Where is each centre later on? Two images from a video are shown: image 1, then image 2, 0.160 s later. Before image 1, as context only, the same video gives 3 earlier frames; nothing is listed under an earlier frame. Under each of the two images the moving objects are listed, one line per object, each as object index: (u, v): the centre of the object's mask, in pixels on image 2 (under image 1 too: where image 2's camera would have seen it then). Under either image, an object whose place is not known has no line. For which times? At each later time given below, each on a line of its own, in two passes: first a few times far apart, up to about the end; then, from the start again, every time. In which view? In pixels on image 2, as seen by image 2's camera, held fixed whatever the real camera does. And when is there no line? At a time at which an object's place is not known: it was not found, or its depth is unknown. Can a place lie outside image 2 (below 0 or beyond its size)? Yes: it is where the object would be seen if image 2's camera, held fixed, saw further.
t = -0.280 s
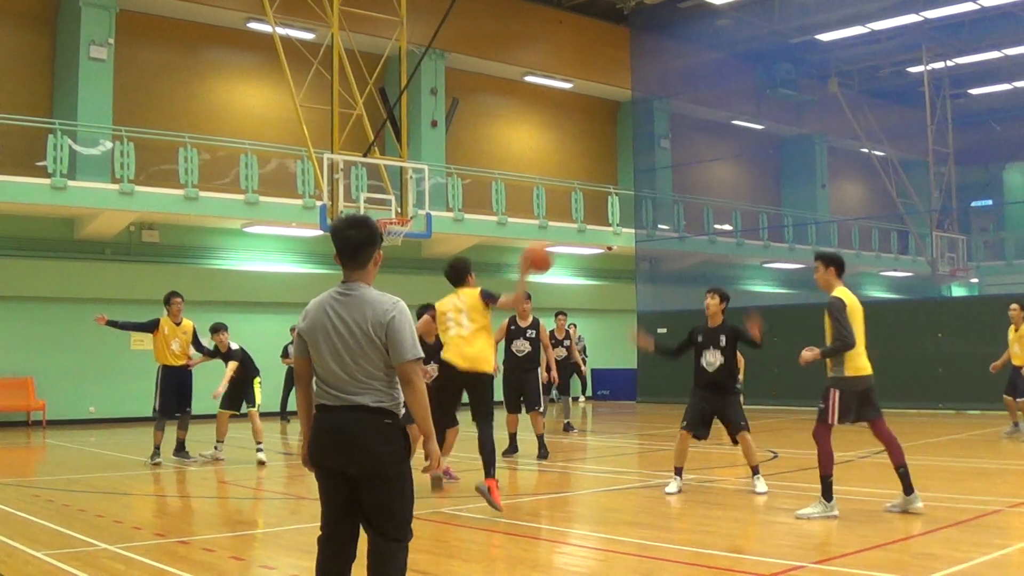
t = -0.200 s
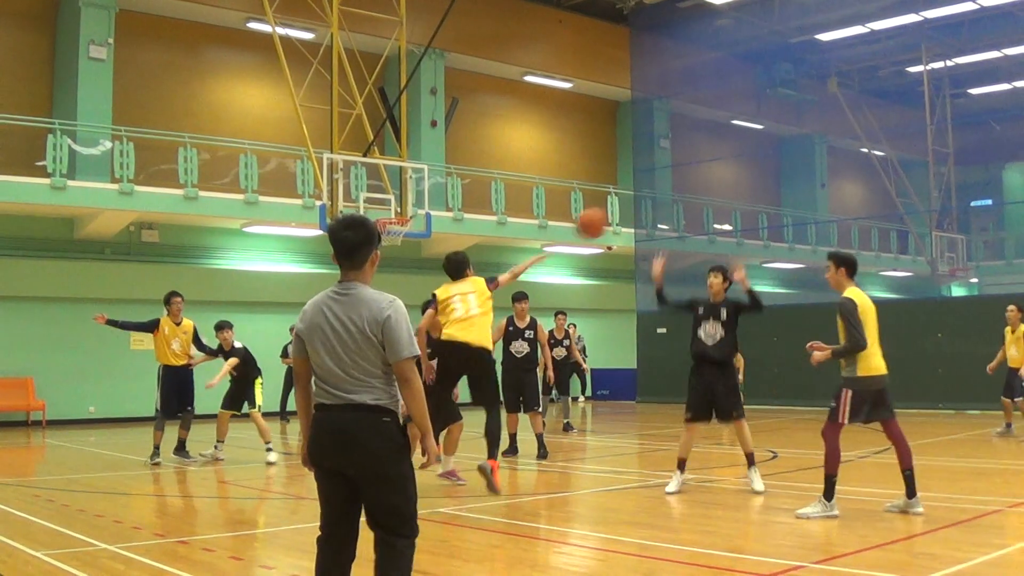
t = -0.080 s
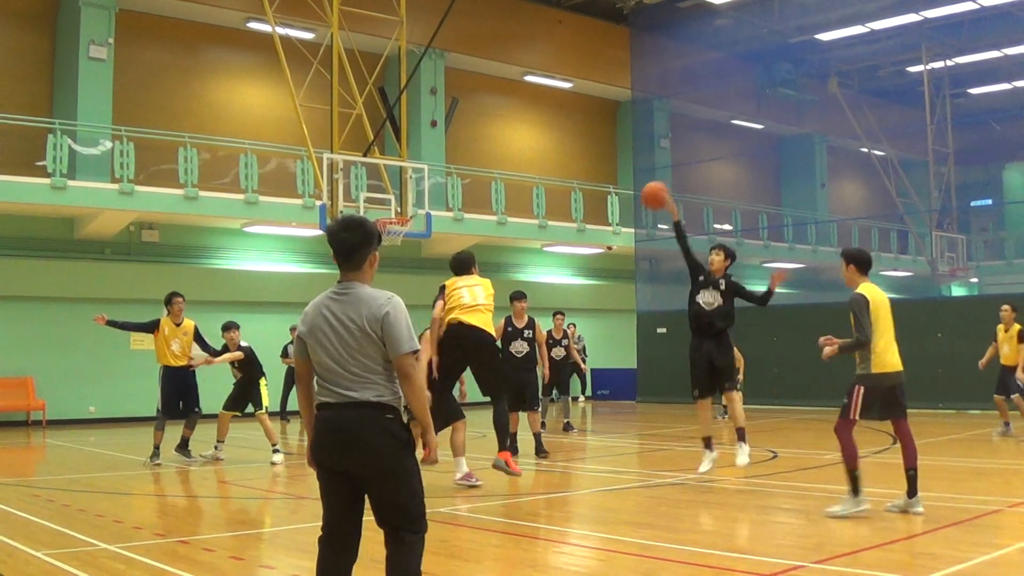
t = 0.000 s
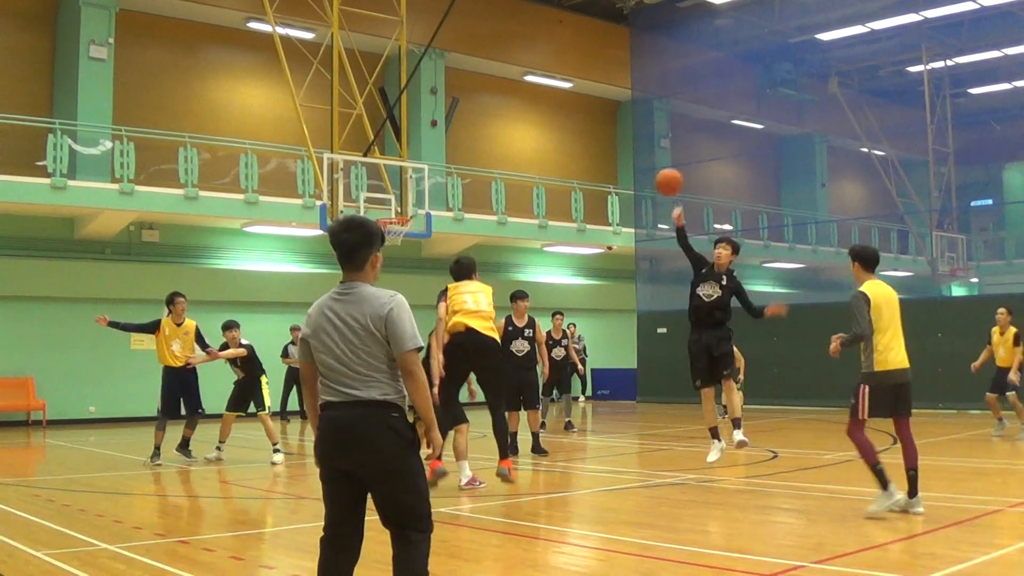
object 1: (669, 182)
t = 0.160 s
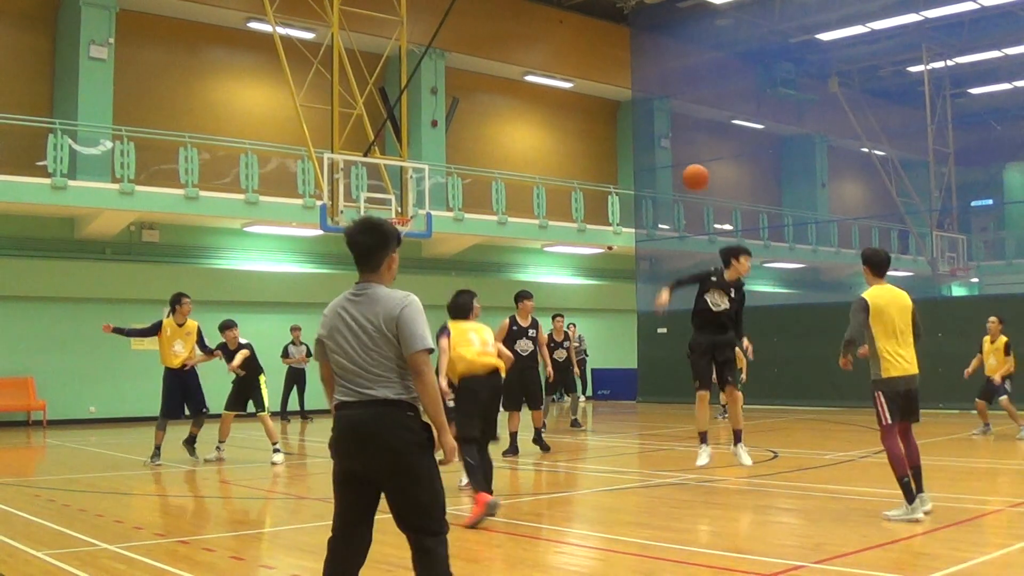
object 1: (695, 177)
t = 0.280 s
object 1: (714, 191)
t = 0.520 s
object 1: (749, 256)
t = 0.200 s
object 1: (701, 180)
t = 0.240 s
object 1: (708, 185)
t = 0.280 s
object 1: (714, 191)
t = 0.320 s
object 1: (720, 198)
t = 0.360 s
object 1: (726, 207)
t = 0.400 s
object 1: (732, 217)
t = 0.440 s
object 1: (738, 228)
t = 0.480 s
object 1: (744, 241)
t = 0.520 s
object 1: (749, 256)
